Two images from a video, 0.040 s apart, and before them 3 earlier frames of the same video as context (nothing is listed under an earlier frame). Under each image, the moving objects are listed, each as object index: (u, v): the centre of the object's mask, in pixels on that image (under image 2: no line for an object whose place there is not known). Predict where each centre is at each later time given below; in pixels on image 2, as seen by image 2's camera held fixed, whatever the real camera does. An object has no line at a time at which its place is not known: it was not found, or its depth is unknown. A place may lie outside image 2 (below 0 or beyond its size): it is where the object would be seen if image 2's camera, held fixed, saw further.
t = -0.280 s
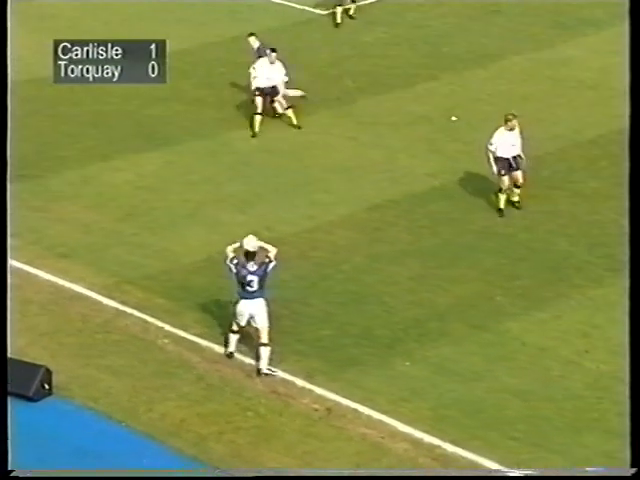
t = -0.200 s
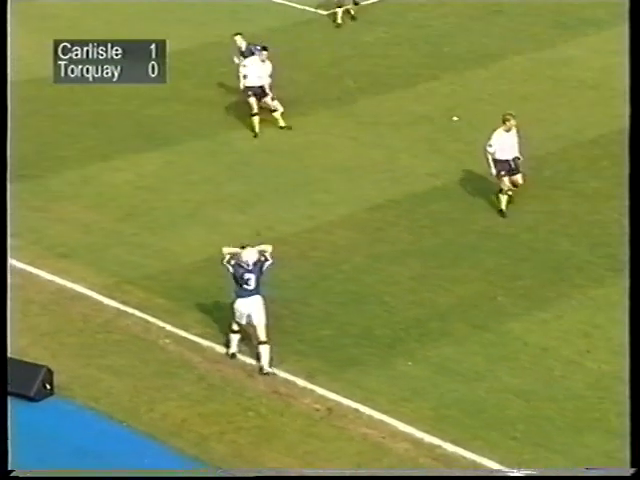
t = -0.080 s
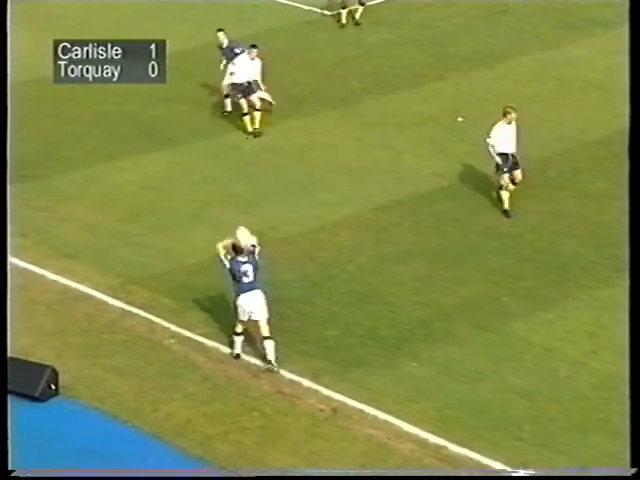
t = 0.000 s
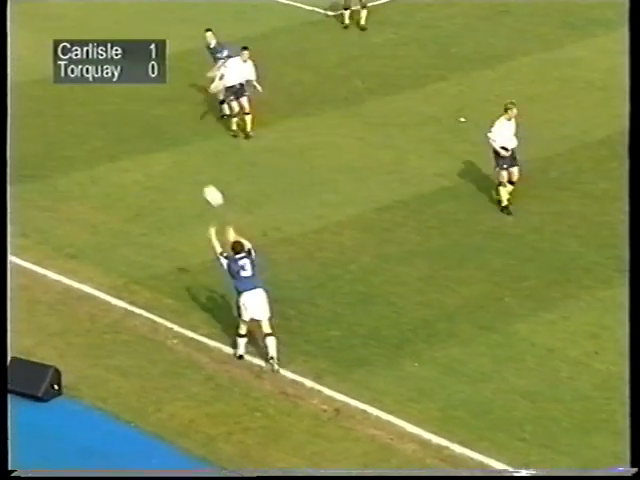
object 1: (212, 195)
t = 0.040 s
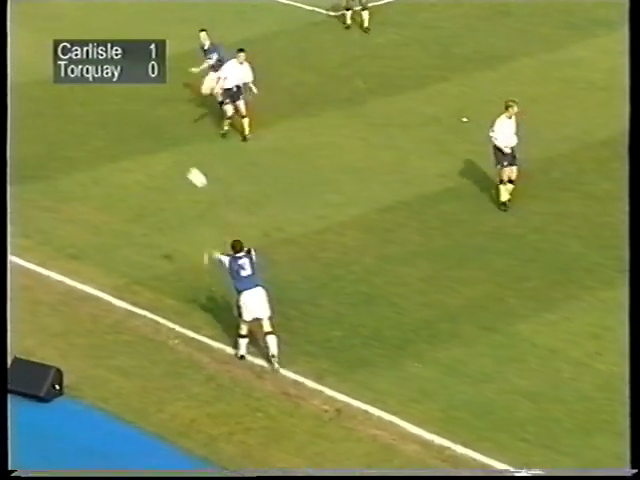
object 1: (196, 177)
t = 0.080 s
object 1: (179, 161)
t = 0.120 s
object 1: (162, 146)
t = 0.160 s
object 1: (147, 132)
